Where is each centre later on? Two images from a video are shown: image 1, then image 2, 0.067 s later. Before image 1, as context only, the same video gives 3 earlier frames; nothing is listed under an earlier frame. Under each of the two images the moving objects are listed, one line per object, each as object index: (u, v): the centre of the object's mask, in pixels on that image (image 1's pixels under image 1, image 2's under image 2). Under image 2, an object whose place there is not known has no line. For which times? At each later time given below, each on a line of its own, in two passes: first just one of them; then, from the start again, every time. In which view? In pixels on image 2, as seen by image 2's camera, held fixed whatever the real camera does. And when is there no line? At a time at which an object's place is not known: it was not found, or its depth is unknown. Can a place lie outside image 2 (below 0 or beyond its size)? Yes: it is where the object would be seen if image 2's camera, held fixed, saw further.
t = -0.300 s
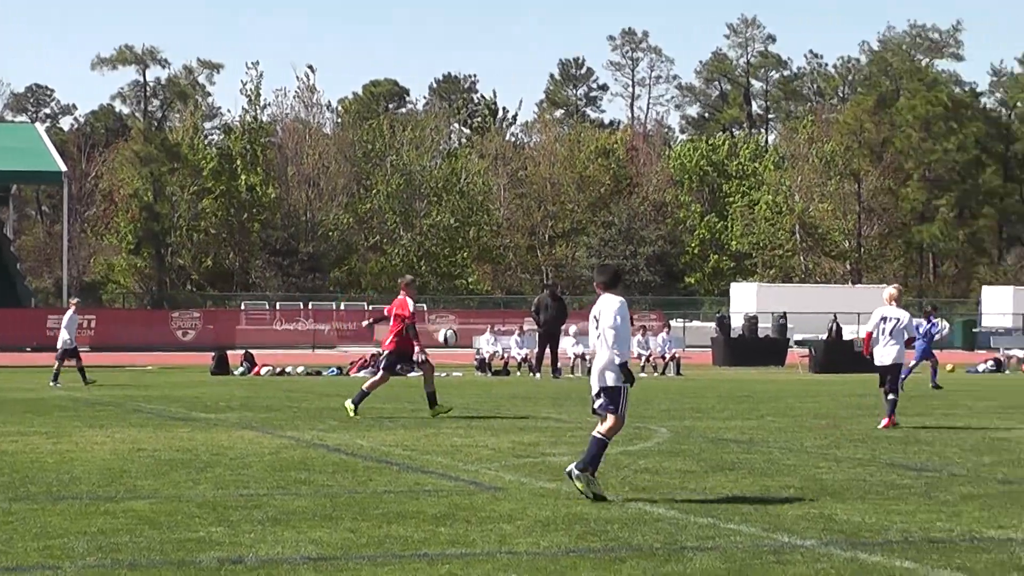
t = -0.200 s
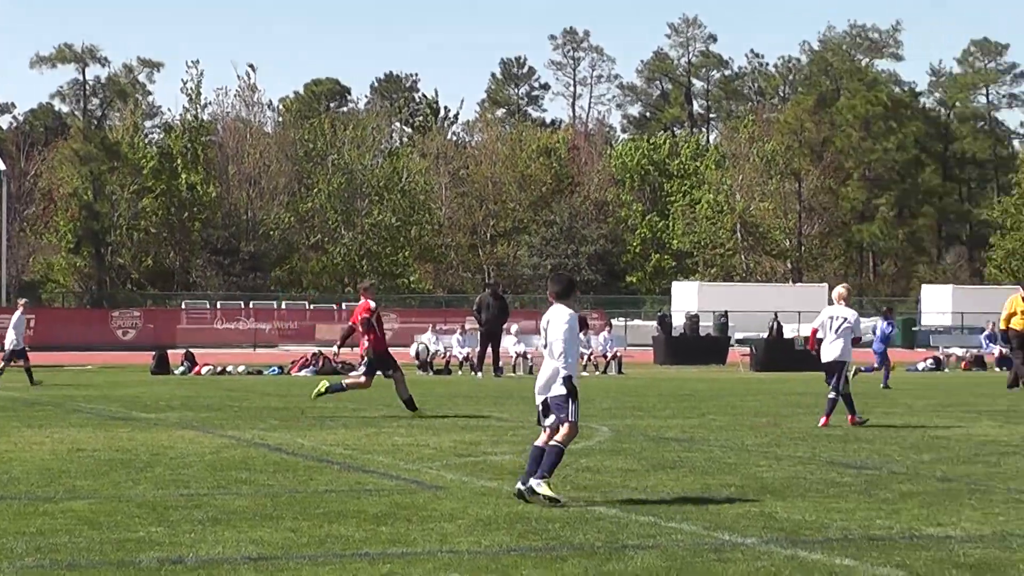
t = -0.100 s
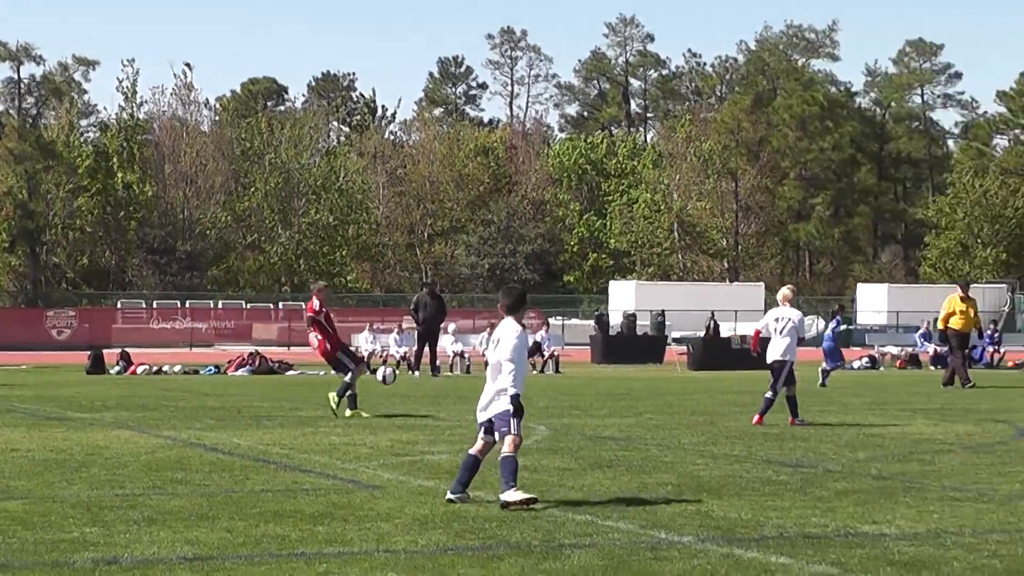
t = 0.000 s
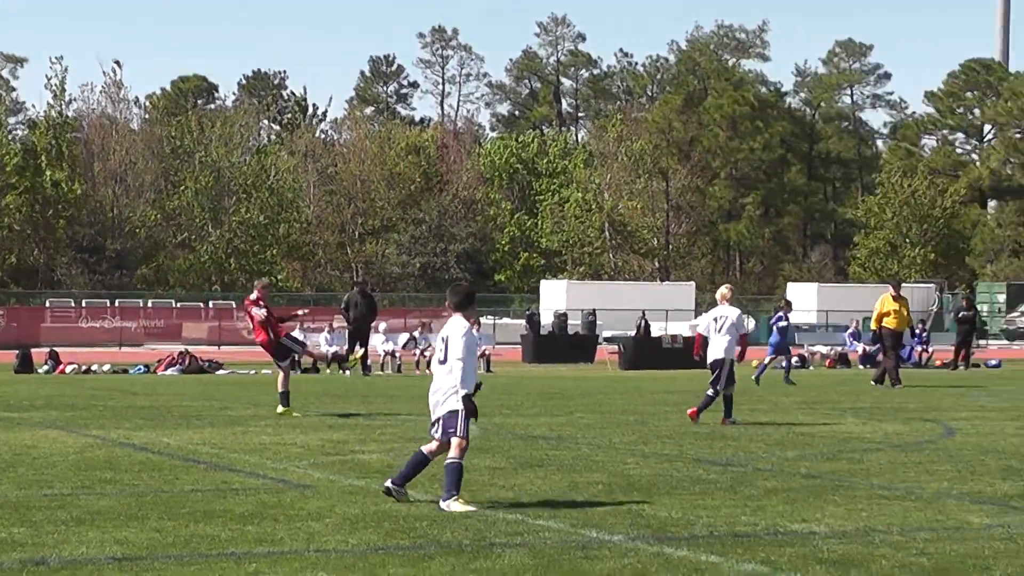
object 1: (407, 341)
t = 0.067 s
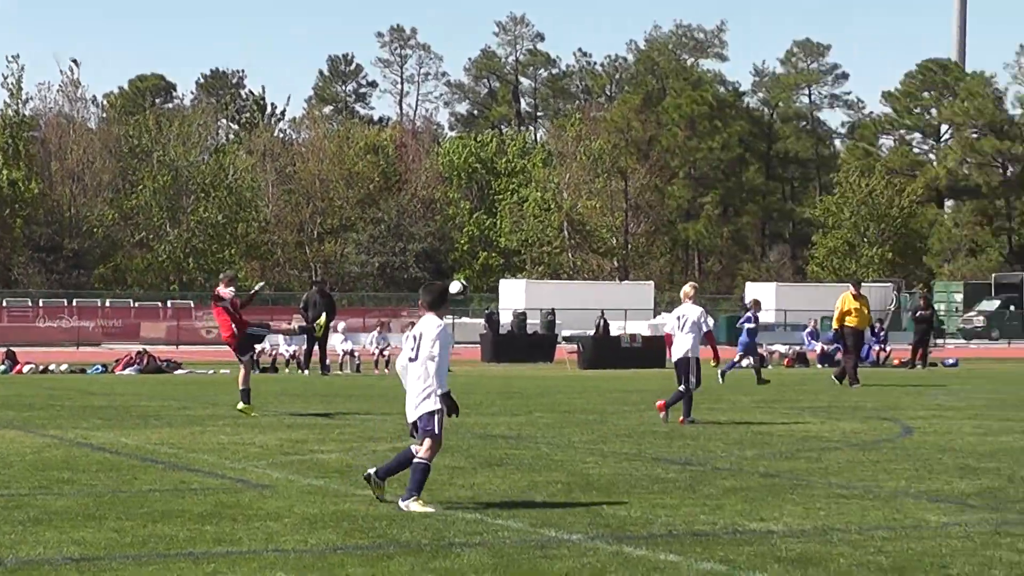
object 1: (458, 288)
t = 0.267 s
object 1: (718, 175)
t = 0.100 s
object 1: (503, 265)
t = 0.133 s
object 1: (549, 244)
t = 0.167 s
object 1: (592, 224)
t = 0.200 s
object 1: (634, 207)
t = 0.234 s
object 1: (676, 191)
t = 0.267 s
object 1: (718, 175)
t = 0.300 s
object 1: (758, 159)
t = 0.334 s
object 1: (799, 144)
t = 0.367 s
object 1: (840, 134)
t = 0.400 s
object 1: (880, 121)
